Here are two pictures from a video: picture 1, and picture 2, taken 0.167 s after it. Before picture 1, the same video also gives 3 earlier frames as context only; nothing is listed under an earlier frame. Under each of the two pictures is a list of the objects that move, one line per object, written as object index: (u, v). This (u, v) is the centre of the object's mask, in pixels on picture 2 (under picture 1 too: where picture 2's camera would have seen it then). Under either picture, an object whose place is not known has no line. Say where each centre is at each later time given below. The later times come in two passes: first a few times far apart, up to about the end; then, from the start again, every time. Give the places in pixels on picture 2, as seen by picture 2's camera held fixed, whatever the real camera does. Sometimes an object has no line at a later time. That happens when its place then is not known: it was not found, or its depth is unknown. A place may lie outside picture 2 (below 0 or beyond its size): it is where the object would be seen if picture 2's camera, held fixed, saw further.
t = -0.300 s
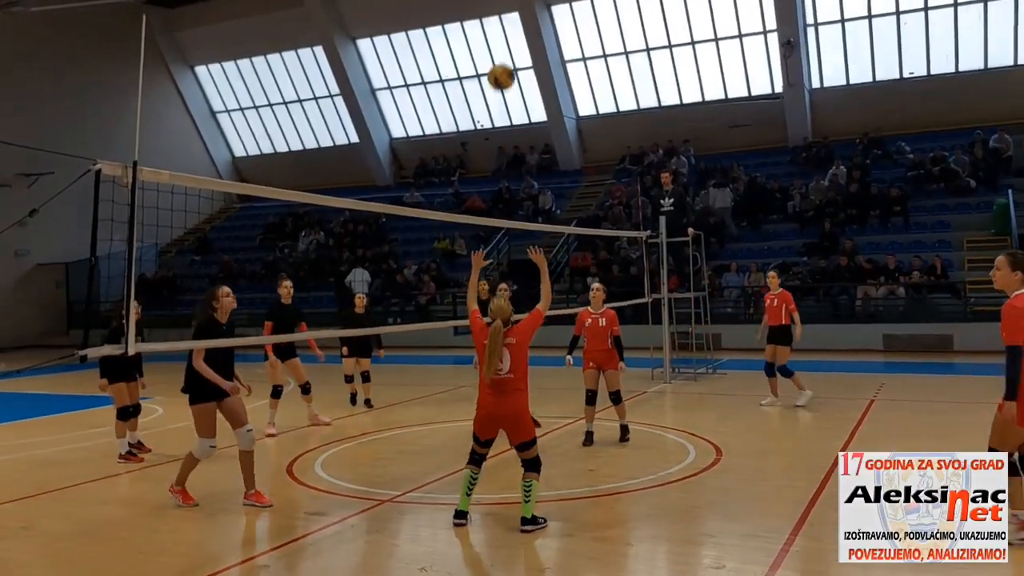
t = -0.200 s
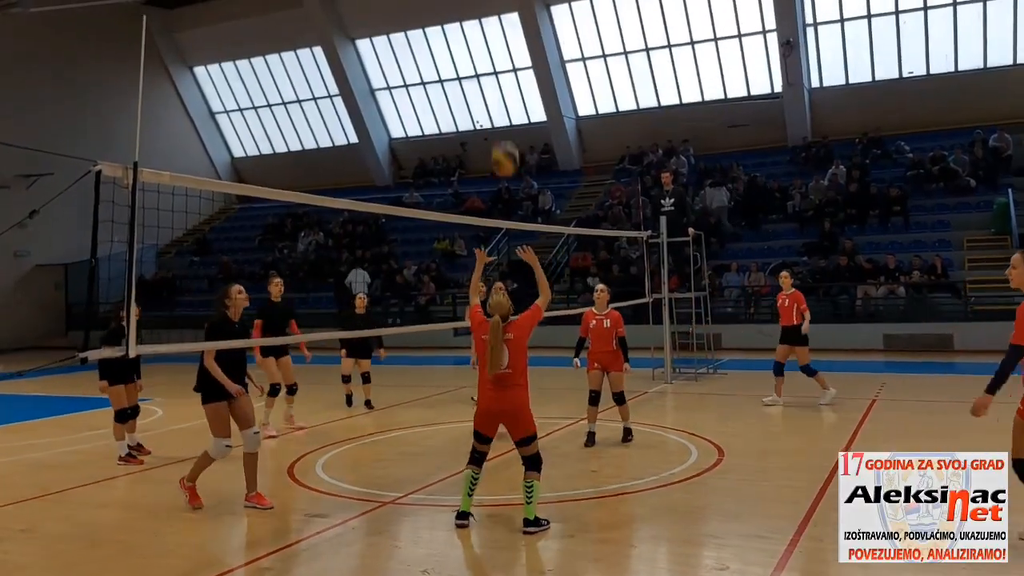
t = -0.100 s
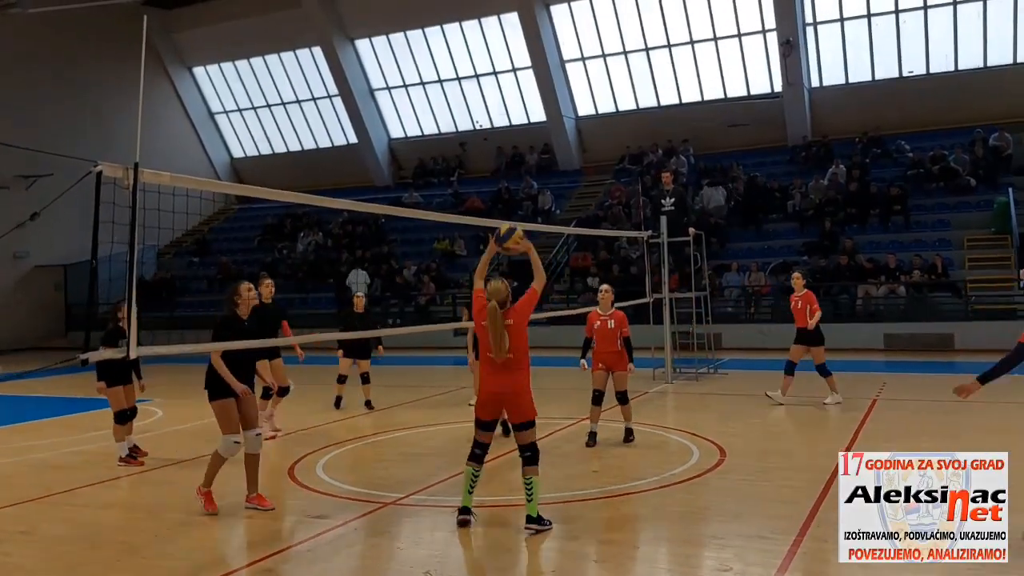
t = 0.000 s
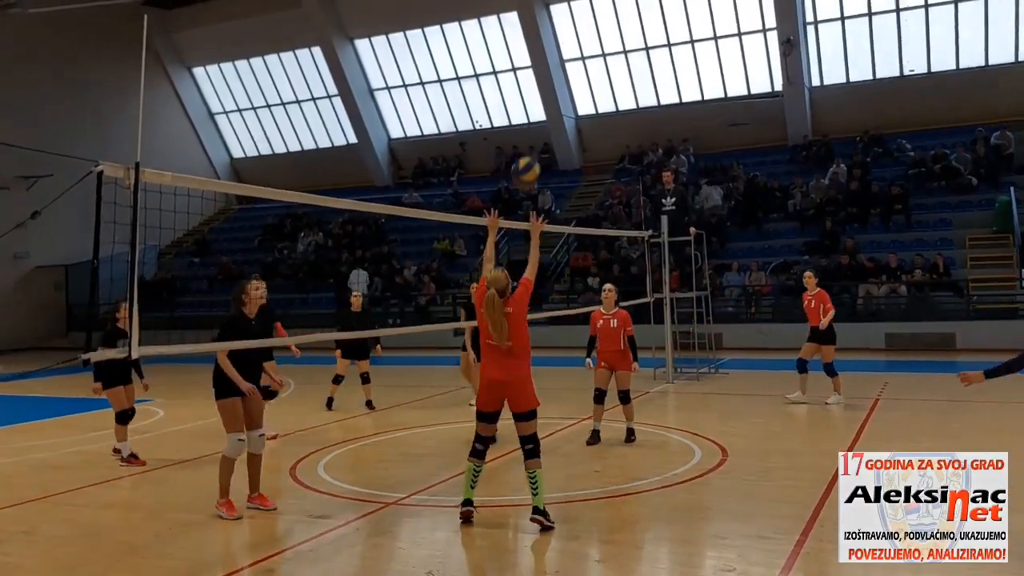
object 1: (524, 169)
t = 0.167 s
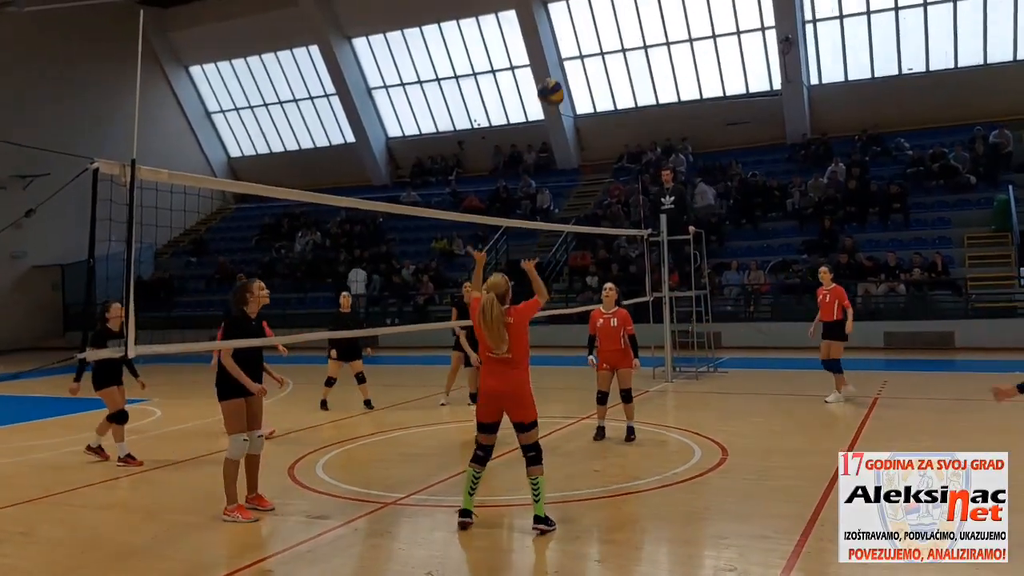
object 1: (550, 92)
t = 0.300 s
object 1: (569, 60)
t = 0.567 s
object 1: (600, 62)
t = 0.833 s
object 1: (630, 143)
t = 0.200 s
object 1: (555, 83)
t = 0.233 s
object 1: (559, 74)
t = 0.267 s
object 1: (564, 66)
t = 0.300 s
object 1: (569, 60)
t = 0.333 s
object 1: (573, 55)
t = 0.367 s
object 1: (577, 52)
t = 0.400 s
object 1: (581, 51)
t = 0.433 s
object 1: (585, 50)
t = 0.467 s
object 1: (589, 51)
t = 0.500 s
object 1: (592, 54)
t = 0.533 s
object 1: (596, 58)
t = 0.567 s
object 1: (600, 62)
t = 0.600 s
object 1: (603, 68)
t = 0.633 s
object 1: (607, 75)
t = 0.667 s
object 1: (610, 84)
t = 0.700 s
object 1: (614, 93)
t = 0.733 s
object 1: (617, 104)
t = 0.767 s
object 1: (621, 116)
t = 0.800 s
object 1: (626, 129)
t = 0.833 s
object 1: (630, 143)
